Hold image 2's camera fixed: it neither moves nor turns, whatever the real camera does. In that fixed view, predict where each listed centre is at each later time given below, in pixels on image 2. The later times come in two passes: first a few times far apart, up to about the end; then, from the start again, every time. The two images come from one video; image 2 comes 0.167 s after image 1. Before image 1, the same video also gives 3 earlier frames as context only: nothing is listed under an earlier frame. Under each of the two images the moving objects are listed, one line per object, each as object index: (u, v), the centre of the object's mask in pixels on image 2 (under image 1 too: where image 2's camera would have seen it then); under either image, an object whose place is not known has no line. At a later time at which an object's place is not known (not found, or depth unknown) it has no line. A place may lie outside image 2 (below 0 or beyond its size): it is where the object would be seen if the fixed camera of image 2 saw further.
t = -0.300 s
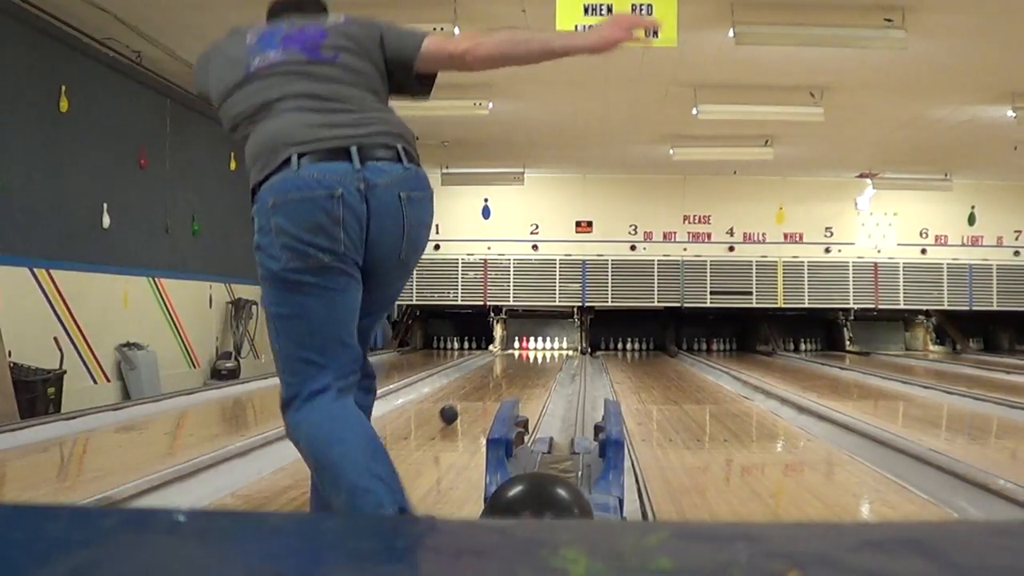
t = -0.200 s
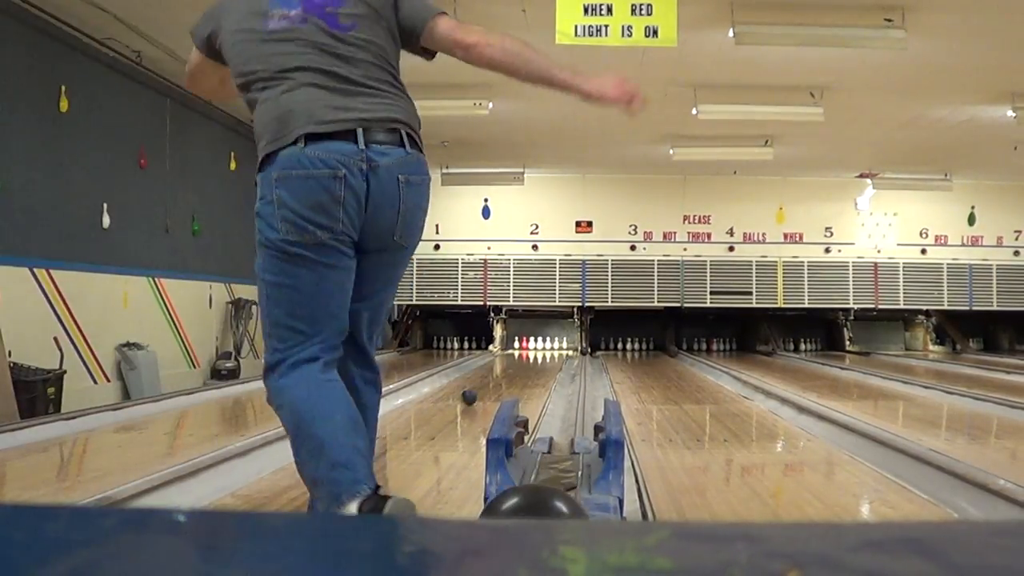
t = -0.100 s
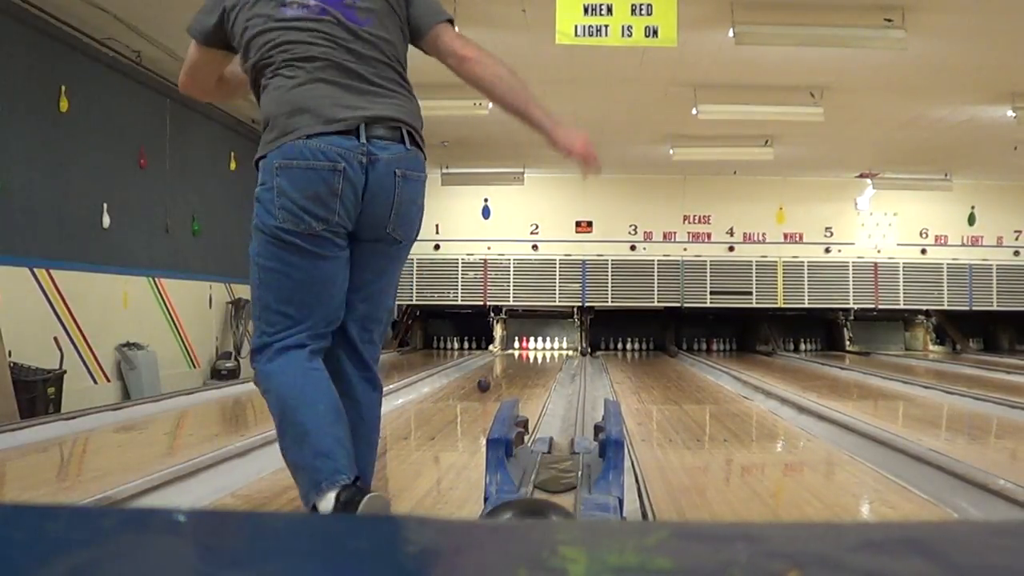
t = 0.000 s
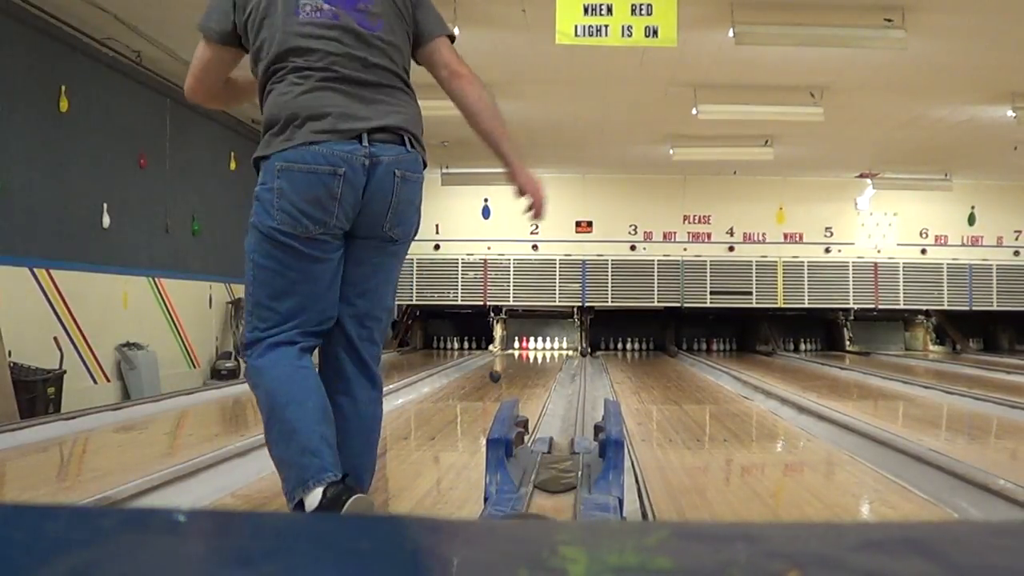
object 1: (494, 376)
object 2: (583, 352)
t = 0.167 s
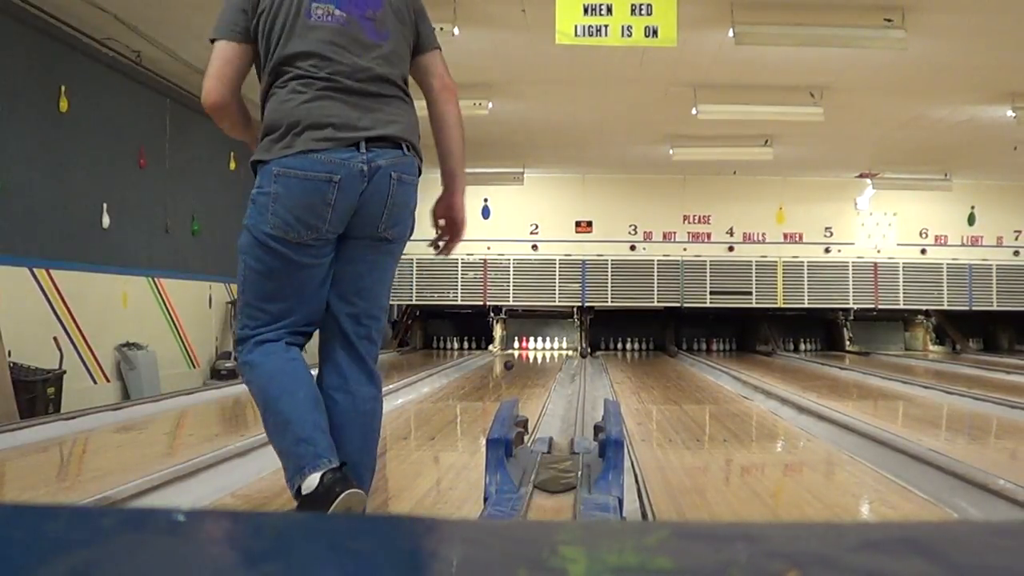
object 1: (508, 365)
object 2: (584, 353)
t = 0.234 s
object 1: (513, 362)
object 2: (584, 353)
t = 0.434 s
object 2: (584, 356)
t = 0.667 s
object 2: (583, 358)
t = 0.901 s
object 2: (583, 360)
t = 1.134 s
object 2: (583, 362)
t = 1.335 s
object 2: (583, 365)
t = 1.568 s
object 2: (582, 368)
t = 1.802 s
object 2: (582, 371)
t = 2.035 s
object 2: (582, 375)
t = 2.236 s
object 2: (582, 378)
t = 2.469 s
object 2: (581, 383)
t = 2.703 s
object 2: (581, 388)
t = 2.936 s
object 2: (580, 395)
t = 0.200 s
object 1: (511, 364)
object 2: (584, 353)
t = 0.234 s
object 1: (513, 362)
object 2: (584, 353)
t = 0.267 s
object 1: (515, 361)
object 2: (584, 355)
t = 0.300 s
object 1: (517, 359)
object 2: (584, 355)
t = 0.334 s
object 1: (519, 358)
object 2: (584, 355)
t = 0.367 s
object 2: (584, 355)
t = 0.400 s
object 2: (584, 356)
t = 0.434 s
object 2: (584, 356)
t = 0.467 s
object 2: (584, 356)
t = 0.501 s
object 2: (583, 357)
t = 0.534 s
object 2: (583, 357)
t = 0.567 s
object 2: (583, 357)
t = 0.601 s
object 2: (583, 358)
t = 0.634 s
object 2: (583, 358)
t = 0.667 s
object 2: (583, 358)
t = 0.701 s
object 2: (583, 359)
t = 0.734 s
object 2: (583, 359)
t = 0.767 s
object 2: (583, 359)
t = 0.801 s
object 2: (583, 359)
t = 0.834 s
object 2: (583, 359)
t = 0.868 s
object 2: (583, 360)
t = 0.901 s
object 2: (583, 360)
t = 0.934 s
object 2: (582, 360)
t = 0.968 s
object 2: (582, 360)
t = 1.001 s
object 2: (582, 361)
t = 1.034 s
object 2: (582, 361)
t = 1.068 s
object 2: (583, 362)
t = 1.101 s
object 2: (583, 362)
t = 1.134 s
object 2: (583, 362)
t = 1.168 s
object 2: (583, 363)
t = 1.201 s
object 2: (582, 363)
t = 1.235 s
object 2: (582, 363)
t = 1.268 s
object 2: (582, 364)
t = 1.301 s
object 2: (583, 364)
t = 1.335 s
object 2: (583, 365)
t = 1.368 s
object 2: (582, 365)
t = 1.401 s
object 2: (582, 366)
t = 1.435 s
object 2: (582, 366)
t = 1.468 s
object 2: (582, 366)
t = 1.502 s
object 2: (582, 367)
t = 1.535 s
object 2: (582, 367)
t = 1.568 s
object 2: (582, 368)
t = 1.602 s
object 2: (582, 368)
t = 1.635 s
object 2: (582, 369)
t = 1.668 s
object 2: (582, 369)
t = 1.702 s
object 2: (582, 370)
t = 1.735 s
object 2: (582, 370)
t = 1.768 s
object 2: (582, 371)
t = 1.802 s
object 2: (582, 371)
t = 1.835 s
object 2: (583, 371)
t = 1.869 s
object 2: (583, 372)
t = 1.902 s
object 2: (582, 373)
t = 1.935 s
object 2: (582, 373)
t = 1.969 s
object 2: (582, 374)
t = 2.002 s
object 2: (582, 374)
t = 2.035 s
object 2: (582, 375)
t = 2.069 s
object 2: (582, 375)
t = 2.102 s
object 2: (582, 376)
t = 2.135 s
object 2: (582, 377)
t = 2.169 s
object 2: (582, 377)
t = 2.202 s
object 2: (582, 378)
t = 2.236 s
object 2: (582, 378)
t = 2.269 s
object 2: (582, 379)
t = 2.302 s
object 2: (583, 380)
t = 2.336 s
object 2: (583, 380)
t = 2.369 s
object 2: (583, 381)
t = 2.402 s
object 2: (582, 382)
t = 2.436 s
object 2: (582, 383)
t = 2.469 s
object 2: (581, 383)
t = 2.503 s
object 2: (581, 384)
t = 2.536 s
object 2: (582, 385)
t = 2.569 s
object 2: (582, 386)
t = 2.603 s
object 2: (581, 387)
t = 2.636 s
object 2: (581, 387)
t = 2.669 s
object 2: (580, 388)
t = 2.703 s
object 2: (581, 388)
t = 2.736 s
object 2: (581, 389)
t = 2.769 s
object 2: (581, 390)
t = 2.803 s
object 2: (581, 391)
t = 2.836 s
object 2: (581, 392)
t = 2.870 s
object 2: (581, 393)
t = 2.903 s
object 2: (580, 394)
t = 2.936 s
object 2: (580, 395)
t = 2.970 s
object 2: (581, 396)
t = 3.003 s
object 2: (580, 397)
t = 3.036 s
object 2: (580, 397)
